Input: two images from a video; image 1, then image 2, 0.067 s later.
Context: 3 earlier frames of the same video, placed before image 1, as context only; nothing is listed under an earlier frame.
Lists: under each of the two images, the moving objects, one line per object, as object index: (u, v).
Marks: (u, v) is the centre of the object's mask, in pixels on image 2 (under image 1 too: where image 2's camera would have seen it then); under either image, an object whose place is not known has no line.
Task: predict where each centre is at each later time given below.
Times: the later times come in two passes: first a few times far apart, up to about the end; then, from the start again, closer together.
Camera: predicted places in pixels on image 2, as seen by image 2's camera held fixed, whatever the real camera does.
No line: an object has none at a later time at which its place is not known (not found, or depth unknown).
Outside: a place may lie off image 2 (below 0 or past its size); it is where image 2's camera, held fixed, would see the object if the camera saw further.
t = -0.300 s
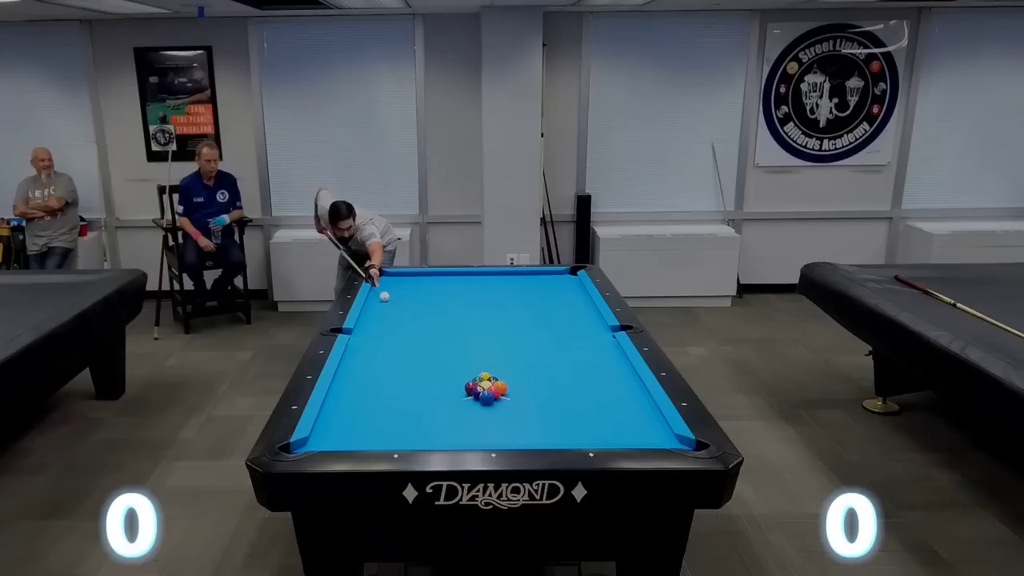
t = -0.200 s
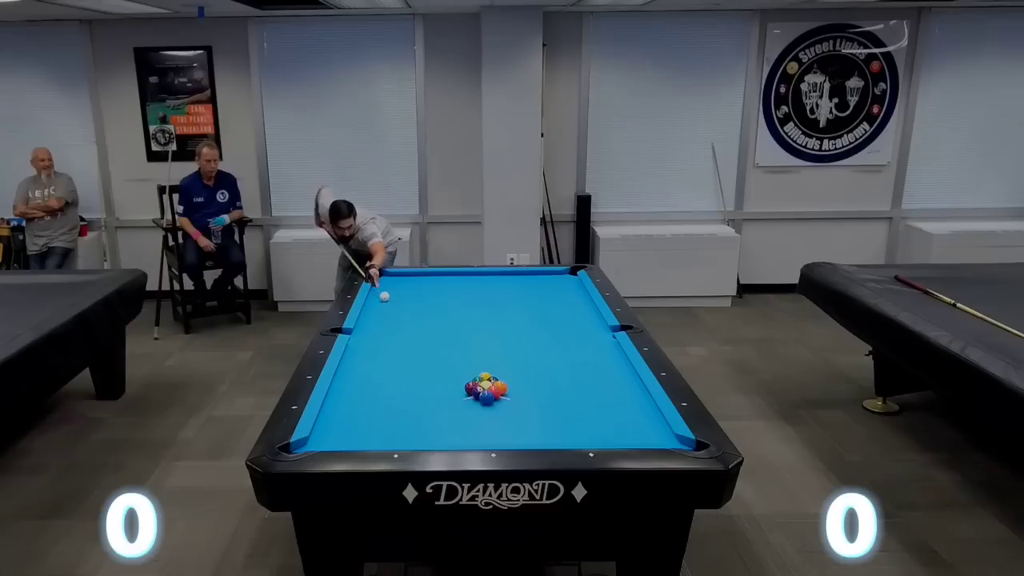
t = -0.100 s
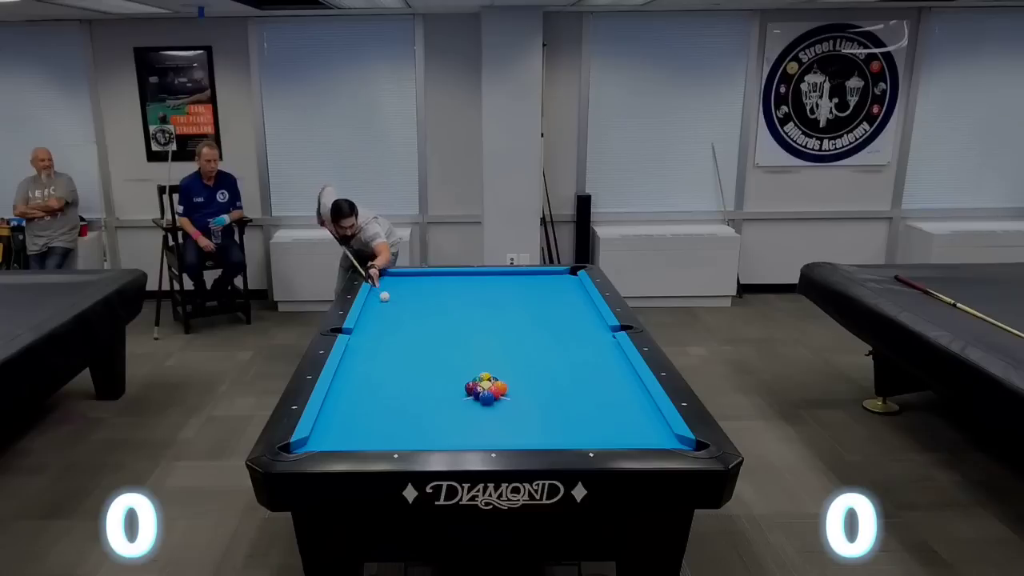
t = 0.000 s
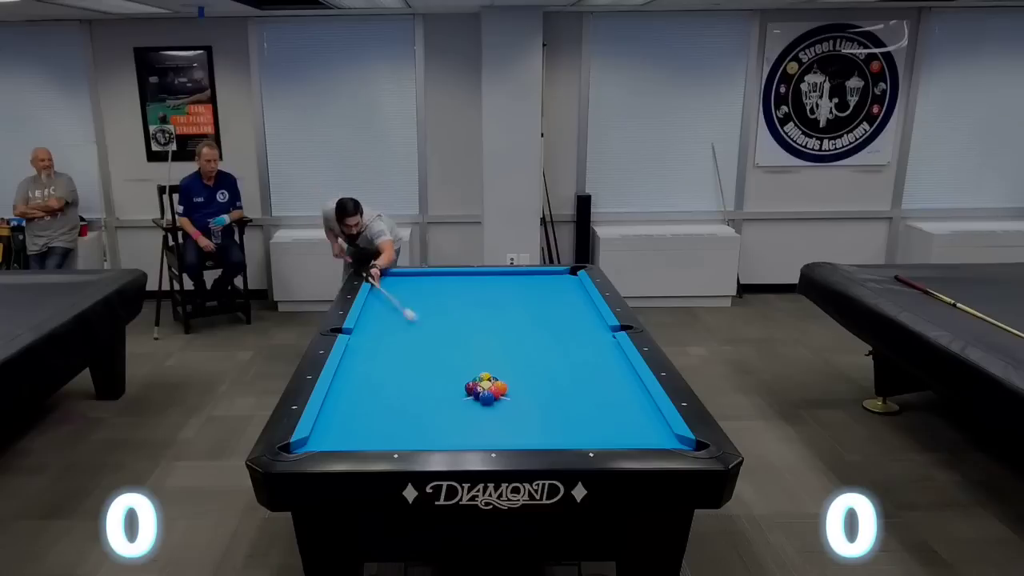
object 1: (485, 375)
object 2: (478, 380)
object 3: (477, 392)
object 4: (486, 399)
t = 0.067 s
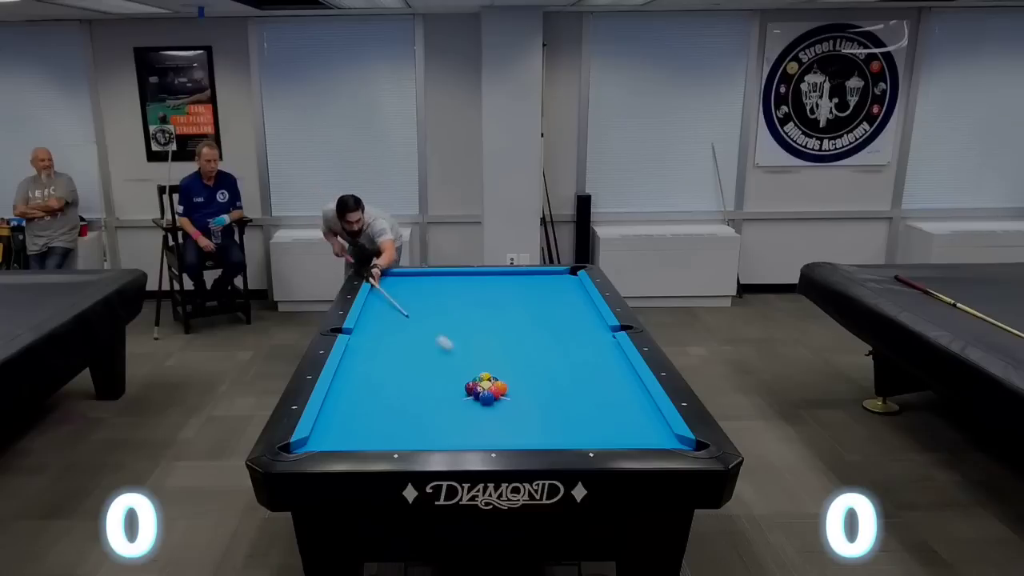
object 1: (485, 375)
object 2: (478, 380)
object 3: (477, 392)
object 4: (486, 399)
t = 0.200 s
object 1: (491, 374)
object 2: (472, 383)
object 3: (466, 401)
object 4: (480, 418)
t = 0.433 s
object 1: (510, 363)
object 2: (456, 381)
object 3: (431, 426)
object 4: (463, 425)
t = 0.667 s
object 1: (527, 353)
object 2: (441, 379)
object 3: (398, 438)
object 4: (451, 396)
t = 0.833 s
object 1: (538, 346)
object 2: (430, 378)
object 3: (382, 430)
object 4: (446, 378)
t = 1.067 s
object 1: (552, 338)
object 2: (407, 374)
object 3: (361, 416)
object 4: (449, 359)
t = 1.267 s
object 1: (563, 331)
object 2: (388, 371)
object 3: (346, 405)
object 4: (451, 344)
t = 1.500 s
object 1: (575, 323)
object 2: (368, 368)
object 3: (335, 394)
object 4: (454, 329)
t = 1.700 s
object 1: (584, 317)
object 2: (351, 366)
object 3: (348, 387)
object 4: (456, 318)
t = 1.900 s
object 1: (593, 312)
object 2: (350, 364)
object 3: (361, 380)
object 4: (457, 307)
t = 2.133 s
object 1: (586, 308)
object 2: (363, 362)
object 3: (374, 372)
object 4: (459, 296)
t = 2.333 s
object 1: (578, 304)
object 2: (372, 361)
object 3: (385, 366)
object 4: (460, 288)
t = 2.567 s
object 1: (570, 300)
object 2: (383, 359)
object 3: (396, 360)
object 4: (462, 280)
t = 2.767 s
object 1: (564, 298)
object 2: (391, 358)
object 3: (405, 355)
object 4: (463, 273)
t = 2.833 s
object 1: (561, 297)
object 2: (394, 358)
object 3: (408, 353)
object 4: (464, 275)
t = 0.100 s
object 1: (485, 375)
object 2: (478, 380)
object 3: (477, 392)
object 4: (486, 399)
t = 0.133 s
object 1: (486, 375)
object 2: (476, 380)
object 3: (476, 393)
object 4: (485, 400)
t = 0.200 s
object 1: (491, 374)
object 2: (472, 383)
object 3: (466, 401)
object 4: (480, 418)
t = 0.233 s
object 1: (494, 373)
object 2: (470, 383)
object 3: (461, 405)
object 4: (477, 426)
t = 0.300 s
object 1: (499, 370)
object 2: (465, 382)
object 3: (451, 412)
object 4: (471, 439)
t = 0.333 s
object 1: (502, 368)
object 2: (463, 382)
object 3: (446, 415)
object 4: (468, 438)
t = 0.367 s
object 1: (505, 367)
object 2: (461, 382)
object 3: (441, 419)
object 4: (466, 435)
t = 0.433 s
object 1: (510, 363)
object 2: (456, 381)
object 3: (431, 426)
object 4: (463, 425)
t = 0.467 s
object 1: (512, 362)
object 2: (454, 381)
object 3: (426, 429)
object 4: (461, 420)
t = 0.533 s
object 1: (517, 358)
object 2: (449, 380)
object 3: (416, 436)
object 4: (457, 412)
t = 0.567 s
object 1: (520, 357)
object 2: (447, 380)
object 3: (410, 438)
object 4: (456, 408)
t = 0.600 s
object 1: (522, 356)
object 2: (445, 380)
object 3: (404, 440)
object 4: (454, 404)
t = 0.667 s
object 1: (527, 353)
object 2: (441, 379)
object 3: (398, 438)
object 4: (451, 396)
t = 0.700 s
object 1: (529, 352)
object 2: (439, 379)
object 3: (395, 437)
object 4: (450, 392)
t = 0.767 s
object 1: (533, 349)
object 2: (435, 378)
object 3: (388, 434)
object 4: (447, 385)
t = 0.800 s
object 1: (536, 347)
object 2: (433, 378)
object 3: (385, 432)
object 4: (446, 382)
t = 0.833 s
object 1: (538, 346)
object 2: (430, 378)
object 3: (382, 430)
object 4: (446, 378)
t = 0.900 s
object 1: (542, 344)
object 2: (423, 377)
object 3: (376, 426)
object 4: (446, 372)
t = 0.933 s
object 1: (544, 342)
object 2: (420, 376)
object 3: (373, 424)
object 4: (447, 370)
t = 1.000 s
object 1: (548, 340)
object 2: (414, 375)
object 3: (367, 419)
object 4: (448, 364)
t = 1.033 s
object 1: (550, 339)
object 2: (410, 374)
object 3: (364, 418)
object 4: (448, 361)
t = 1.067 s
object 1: (552, 338)
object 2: (407, 374)
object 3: (361, 416)
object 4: (449, 359)
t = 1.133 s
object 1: (556, 335)
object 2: (401, 373)
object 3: (356, 412)
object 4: (450, 354)
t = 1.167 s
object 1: (558, 334)
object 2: (398, 373)
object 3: (353, 410)
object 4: (450, 351)
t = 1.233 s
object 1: (561, 332)
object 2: (392, 372)
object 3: (349, 407)
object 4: (451, 346)
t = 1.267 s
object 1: (563, 331)
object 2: (388, 371)
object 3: (346, 405)
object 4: (451, 344)
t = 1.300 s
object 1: (565, 330)
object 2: (386, 371)
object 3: (343, 404)
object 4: (451, 342)
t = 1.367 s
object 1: (569, 327)
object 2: (380, 370)
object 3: (338, 400)
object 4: (452, 337)
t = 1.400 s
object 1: (570, 326)
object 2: (376, 369)
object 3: (336, 399)
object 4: (453, 335)
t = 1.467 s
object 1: (574, 324)
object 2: (371, 369)
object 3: (332, 396)
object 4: (453, 331)
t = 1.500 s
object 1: (575, 323)
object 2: (368, 368)
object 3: (335, 394)
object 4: (454, 329)
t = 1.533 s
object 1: (577, 322)
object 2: (365, 368)
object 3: (337, 393)
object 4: (454, 327)
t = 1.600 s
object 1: (580, 320)
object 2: (359, 367)
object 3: (341, 390)
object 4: (455, 323)
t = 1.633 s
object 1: (581, 319)
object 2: (357, 367)
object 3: (344, 389)
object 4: (455, 321)
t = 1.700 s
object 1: (584, 317)
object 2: (351, 366)
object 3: (348, 387)
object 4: (456, 318)
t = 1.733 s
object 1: (586, 317)
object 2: (349, 366)
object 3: (350, 385)
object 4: (456, 316)
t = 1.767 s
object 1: (588, 315)
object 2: (346, 366)
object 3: (352, 384)
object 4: (456, 314)
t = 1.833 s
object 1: (590, 314)
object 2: (346, 365)
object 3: (357, 382)
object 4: (456, 311)
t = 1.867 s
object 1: (592, 313)
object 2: (348, 364)
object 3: (359, 381)
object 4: (457, 309)
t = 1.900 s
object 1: (593, 312)
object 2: (350, 364)
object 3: (361, 380)
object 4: (457, 307)
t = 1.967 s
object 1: (593, 311)
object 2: (354, 364)
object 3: (365, 377)
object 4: (457, 304)
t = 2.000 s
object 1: (592, 310)
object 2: (356, 364)
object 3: (367, 377)
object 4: (458, 302)
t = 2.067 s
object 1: (589, 309)
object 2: (359, 363)
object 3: (370, 374)
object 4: (458, 299)
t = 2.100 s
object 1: (588, 308)
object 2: (361, 363)
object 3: (372, 373)
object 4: (459, 298)
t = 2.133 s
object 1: (586, 308)
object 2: (363, 362)
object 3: (374, 372)
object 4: (459, 296)
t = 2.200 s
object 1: (583, 306)
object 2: (366, 362)
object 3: (378, 370)
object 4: (459, 294)
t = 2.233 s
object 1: (582, 306)
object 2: (368, 362)
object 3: (380, 369)
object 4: (460, 292)
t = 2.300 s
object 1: (579, 305)
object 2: (371, 361)
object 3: (383, 367)
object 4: (460, 290)
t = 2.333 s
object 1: (578, 304)
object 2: (372, 361)
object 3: (385, 366)
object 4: (460, 288)
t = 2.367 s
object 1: (577, 304)
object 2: (374, 361)
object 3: (386, 366)
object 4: (461, 287)
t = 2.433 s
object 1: (575, 303)
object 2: (377, 360)
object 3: (390, 364)
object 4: (461, 285)
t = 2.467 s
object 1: (574, 302)
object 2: (379, 360)
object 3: (391, 363)
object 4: (461, 284)
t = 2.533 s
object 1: (571, 301)
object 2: (382, 360)
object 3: (394, 361)
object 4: (462, 281)
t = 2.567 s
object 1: (570, 300)
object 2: (383, 359)
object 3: (396, 360)
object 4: (462, 280)
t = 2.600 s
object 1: (569, 300)
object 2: (385, 359)
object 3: (397, 359)
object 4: (462, 278)
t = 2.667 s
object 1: (567, 299)
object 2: (387, 359)
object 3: (400, 358)
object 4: (463, 277)
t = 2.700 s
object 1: (566, 299)
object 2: (389, 358)
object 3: (402, 357)
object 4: (463, 276)
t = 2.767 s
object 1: (564, 298)
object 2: (391, 358)
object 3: (405, 355)
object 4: (463, 273)
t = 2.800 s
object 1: (562, 298)
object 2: (393, 358)
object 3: (406, 354)
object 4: (463, 274)
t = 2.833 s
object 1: (561, 297)
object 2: (394, 358)
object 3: (408, 353)
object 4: (464, 275)
